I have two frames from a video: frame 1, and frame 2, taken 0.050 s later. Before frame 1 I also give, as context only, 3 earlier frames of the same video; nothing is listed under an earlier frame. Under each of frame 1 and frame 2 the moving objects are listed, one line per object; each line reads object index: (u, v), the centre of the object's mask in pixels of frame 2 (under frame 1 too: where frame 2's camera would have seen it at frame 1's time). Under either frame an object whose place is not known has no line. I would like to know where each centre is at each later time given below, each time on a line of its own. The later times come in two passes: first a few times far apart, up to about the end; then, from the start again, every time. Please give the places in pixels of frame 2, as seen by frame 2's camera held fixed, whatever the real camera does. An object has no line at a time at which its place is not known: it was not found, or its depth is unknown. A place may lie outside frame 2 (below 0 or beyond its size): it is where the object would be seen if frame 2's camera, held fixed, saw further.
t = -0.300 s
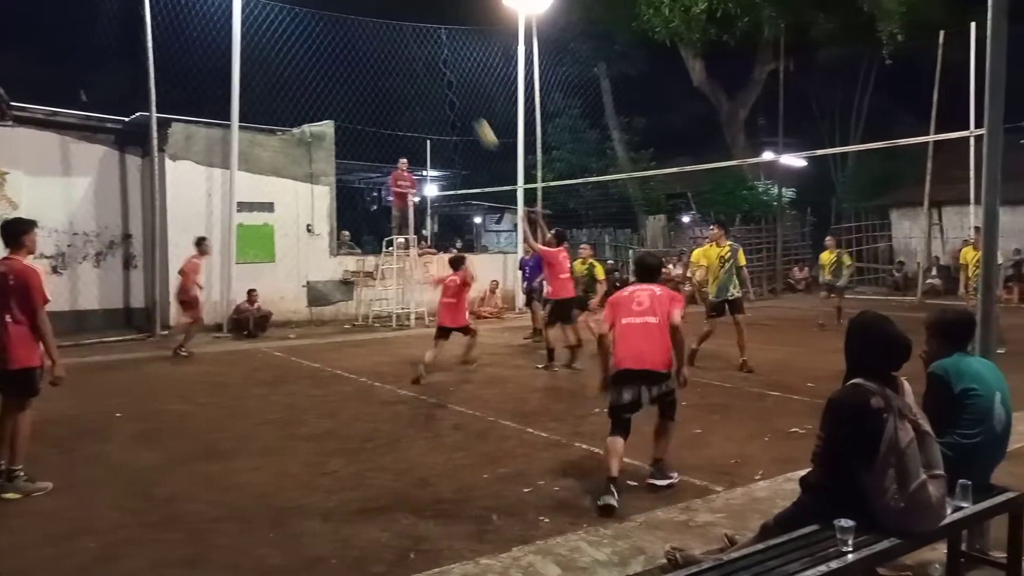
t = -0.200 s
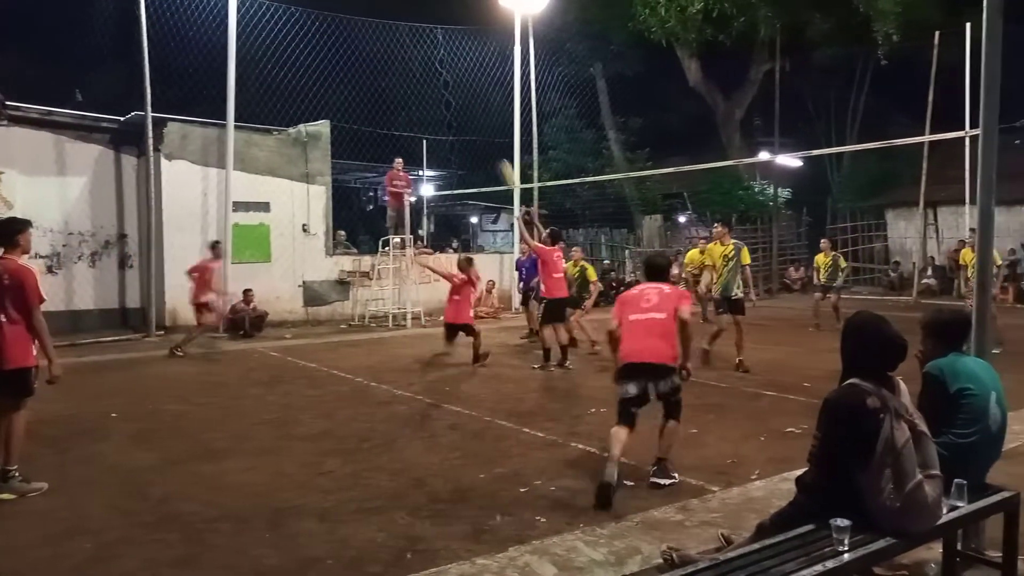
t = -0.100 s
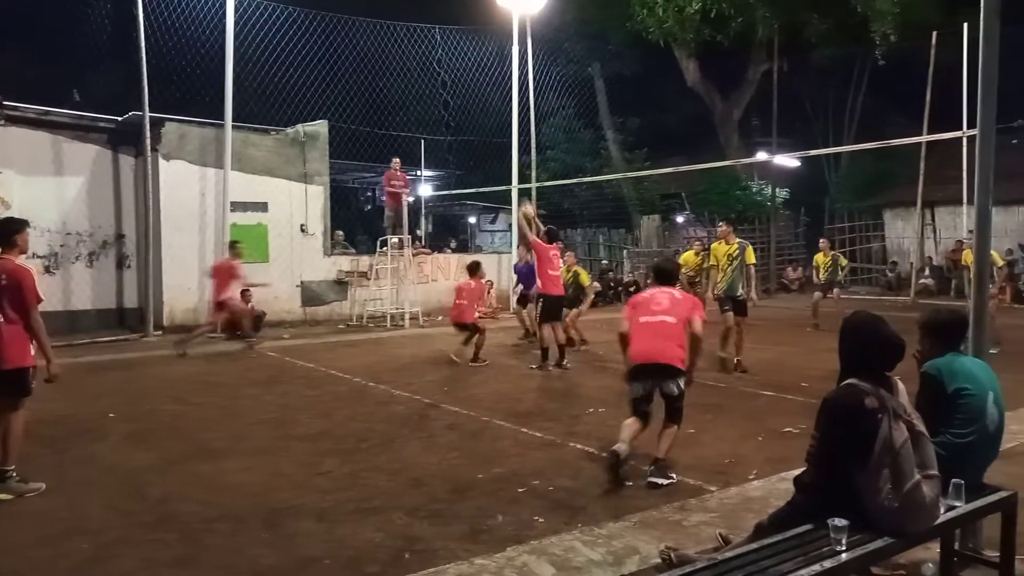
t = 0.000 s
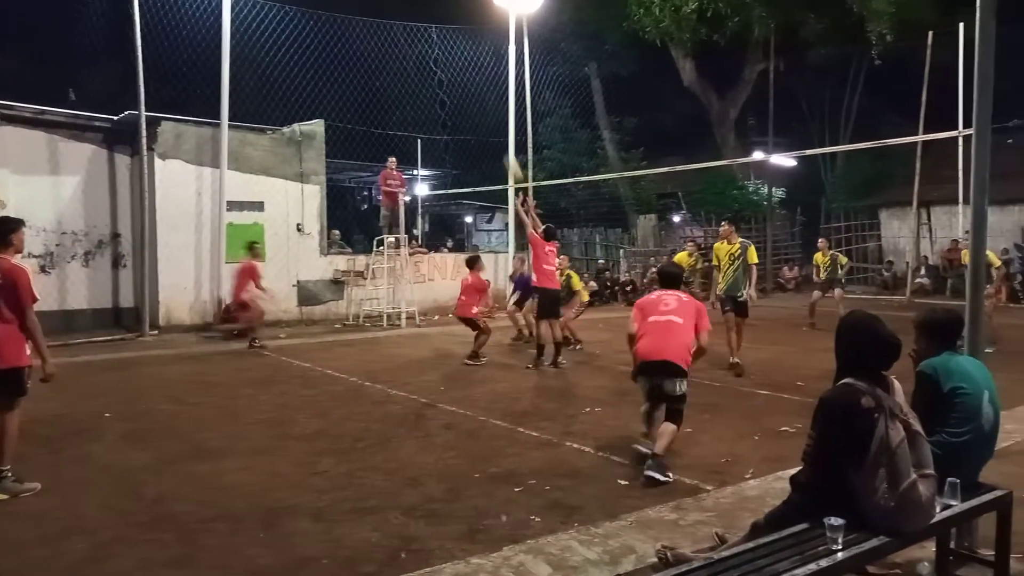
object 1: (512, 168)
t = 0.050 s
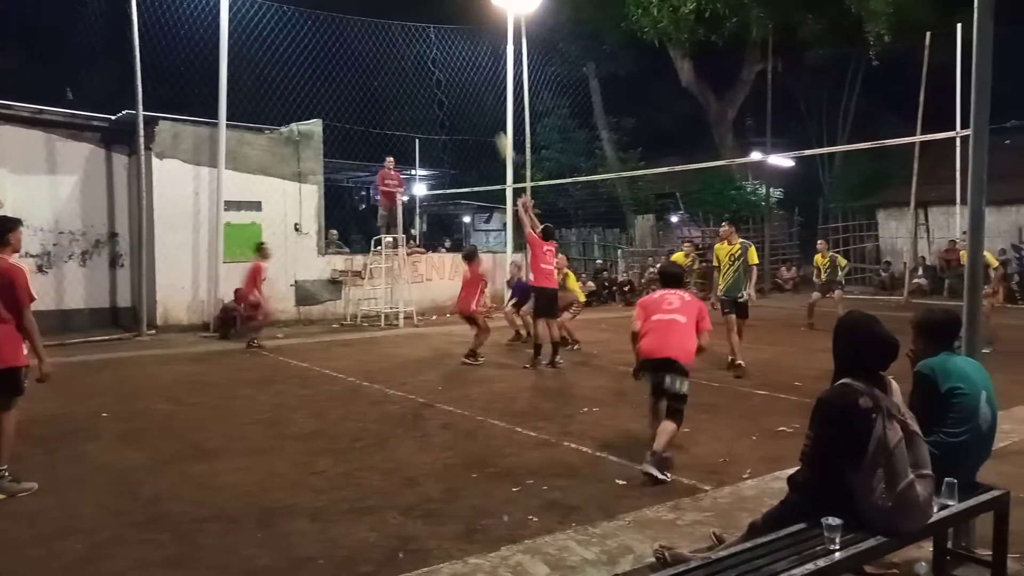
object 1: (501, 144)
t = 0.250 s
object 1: (481, 87)
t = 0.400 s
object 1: (463, 65)
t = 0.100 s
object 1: (498, 129)
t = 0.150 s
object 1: (492, 113)
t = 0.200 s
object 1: (487, 99)
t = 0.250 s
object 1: (481, 87)
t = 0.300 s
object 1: (474, 77)
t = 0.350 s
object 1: (469, 70)
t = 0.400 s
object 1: (463, 65)
